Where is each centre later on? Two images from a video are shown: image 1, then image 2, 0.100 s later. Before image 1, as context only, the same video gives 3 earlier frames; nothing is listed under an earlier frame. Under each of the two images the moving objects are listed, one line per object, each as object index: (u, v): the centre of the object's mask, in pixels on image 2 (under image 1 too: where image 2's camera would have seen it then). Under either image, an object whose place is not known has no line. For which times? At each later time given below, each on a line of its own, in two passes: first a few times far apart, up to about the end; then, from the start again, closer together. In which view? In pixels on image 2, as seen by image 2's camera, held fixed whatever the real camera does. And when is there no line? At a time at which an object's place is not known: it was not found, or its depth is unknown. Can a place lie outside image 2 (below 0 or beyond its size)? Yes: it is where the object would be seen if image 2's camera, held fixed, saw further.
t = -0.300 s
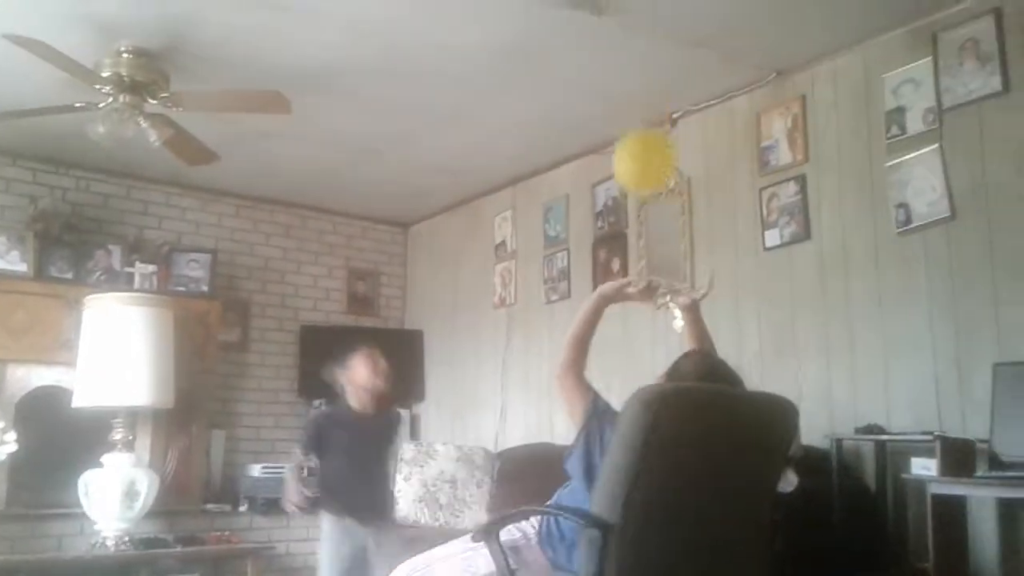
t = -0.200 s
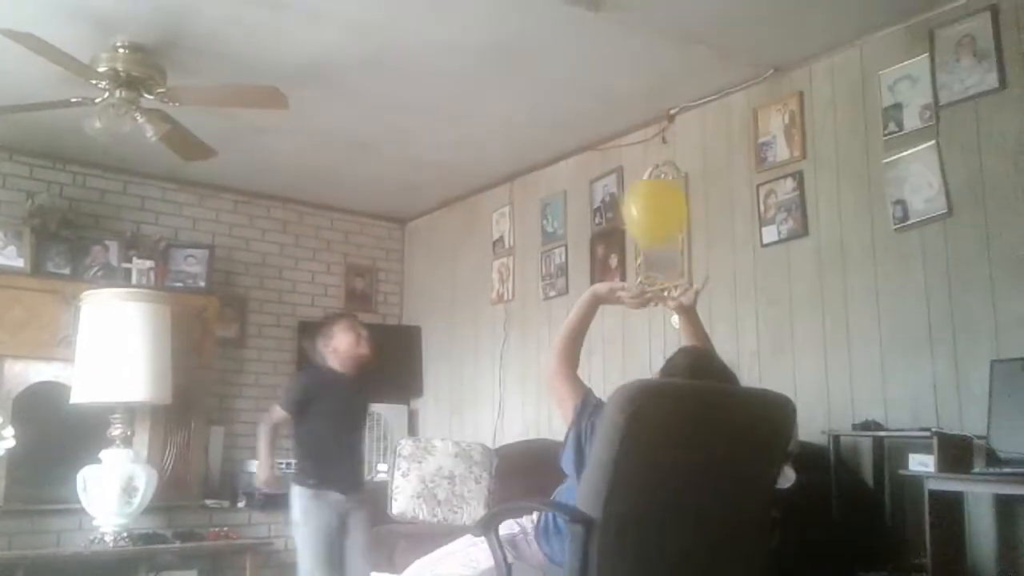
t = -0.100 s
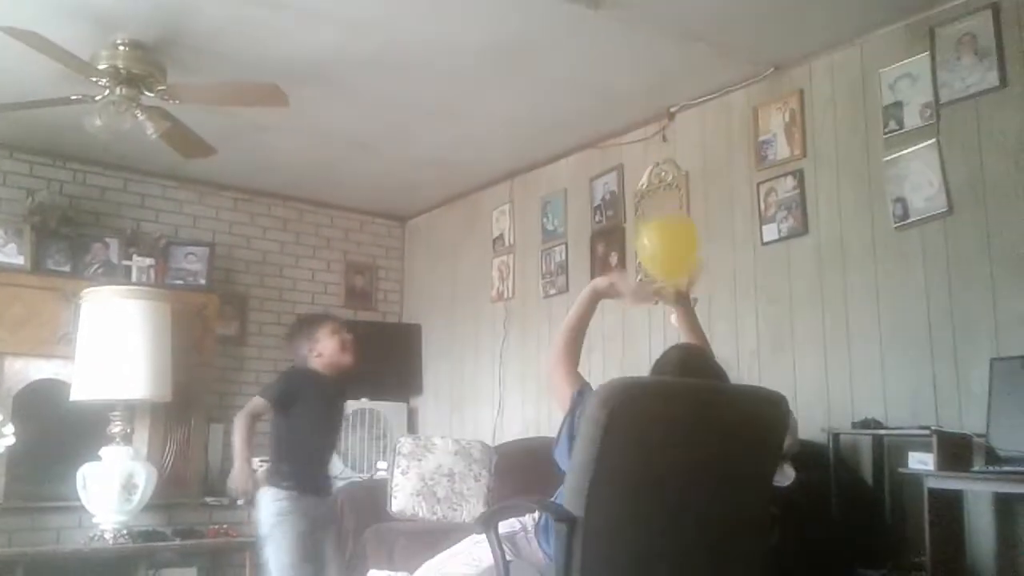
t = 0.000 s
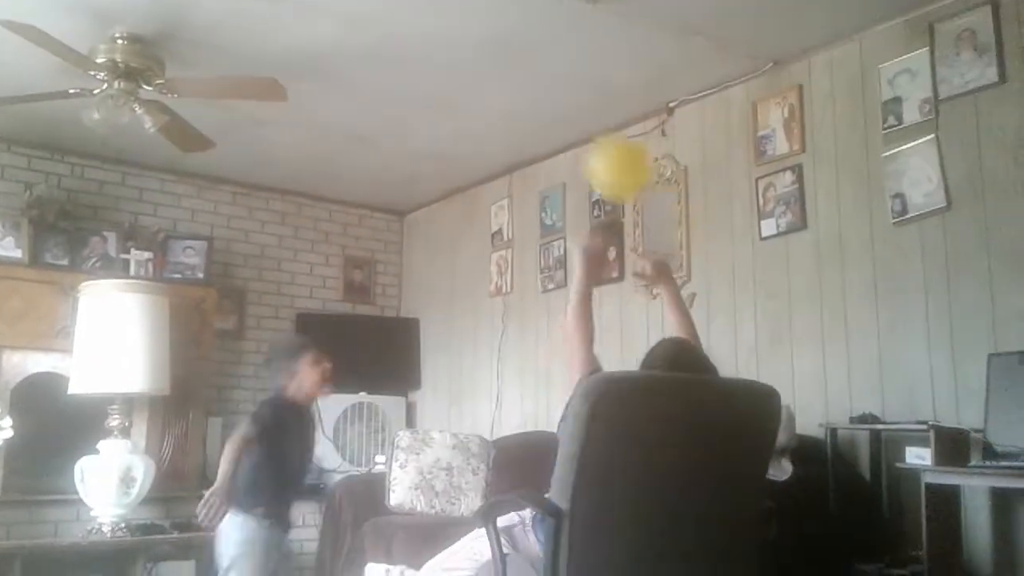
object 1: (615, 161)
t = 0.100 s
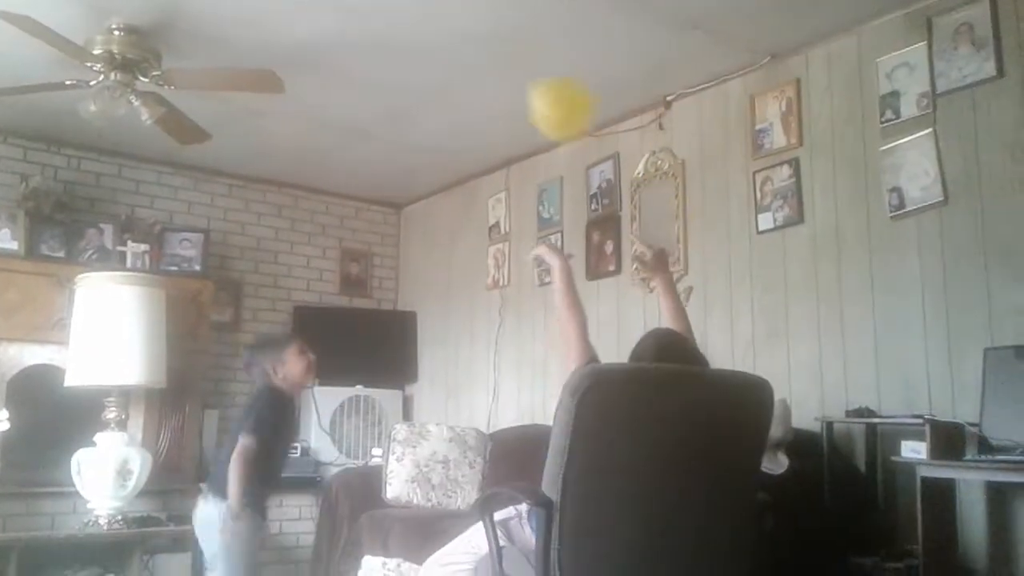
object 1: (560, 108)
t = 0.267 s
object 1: (492, 43)
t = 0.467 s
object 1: (436, 22)
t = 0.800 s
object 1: (376, 87)
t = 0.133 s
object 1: (545, 93)
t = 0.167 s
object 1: (529, 78)
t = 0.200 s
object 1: (515, 62)
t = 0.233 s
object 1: (504, 53)
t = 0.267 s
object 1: (492, 43)
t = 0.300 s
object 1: (482, 35)
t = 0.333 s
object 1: (473, 29)
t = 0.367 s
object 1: (465, 25)
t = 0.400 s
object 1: (456, 23)
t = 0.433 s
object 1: (446, 22)
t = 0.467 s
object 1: (436, 22)
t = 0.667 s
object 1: (394, 45)
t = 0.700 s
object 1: (390, 55)
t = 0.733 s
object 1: (386, 64)
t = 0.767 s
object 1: (381, 74)
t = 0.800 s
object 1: (376, 87)
